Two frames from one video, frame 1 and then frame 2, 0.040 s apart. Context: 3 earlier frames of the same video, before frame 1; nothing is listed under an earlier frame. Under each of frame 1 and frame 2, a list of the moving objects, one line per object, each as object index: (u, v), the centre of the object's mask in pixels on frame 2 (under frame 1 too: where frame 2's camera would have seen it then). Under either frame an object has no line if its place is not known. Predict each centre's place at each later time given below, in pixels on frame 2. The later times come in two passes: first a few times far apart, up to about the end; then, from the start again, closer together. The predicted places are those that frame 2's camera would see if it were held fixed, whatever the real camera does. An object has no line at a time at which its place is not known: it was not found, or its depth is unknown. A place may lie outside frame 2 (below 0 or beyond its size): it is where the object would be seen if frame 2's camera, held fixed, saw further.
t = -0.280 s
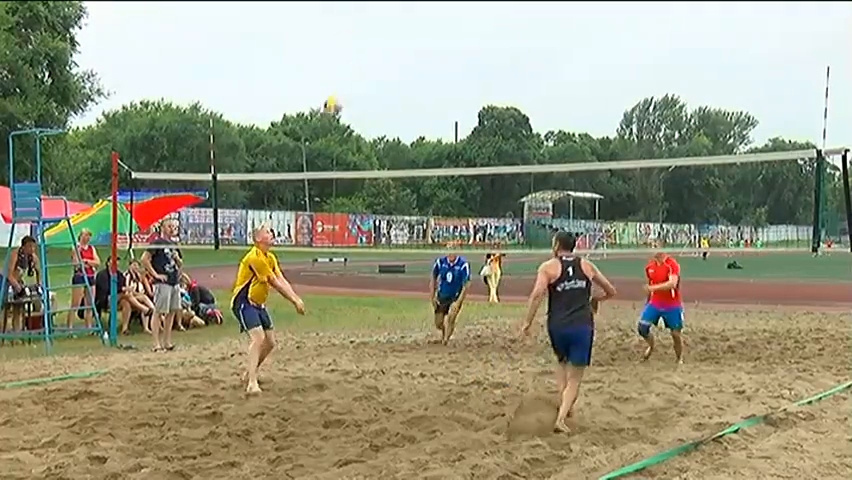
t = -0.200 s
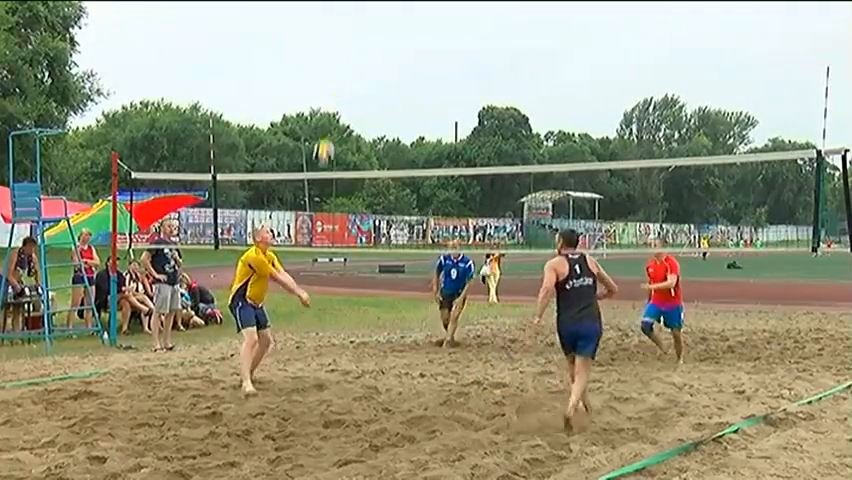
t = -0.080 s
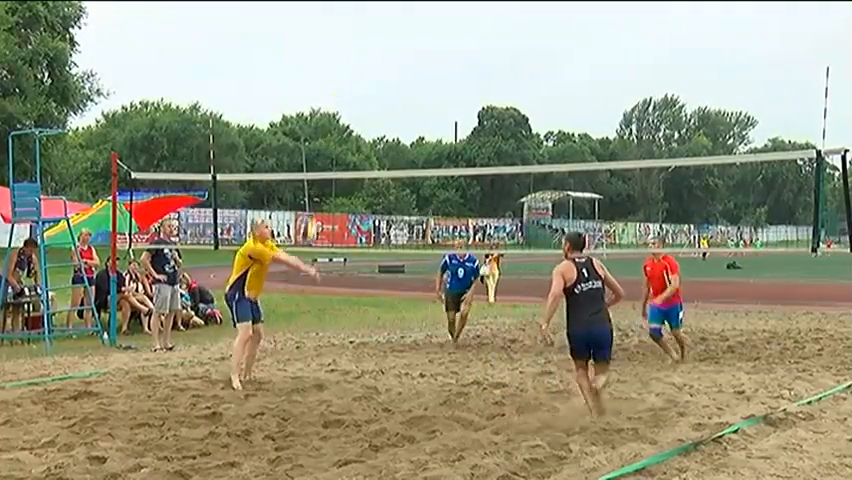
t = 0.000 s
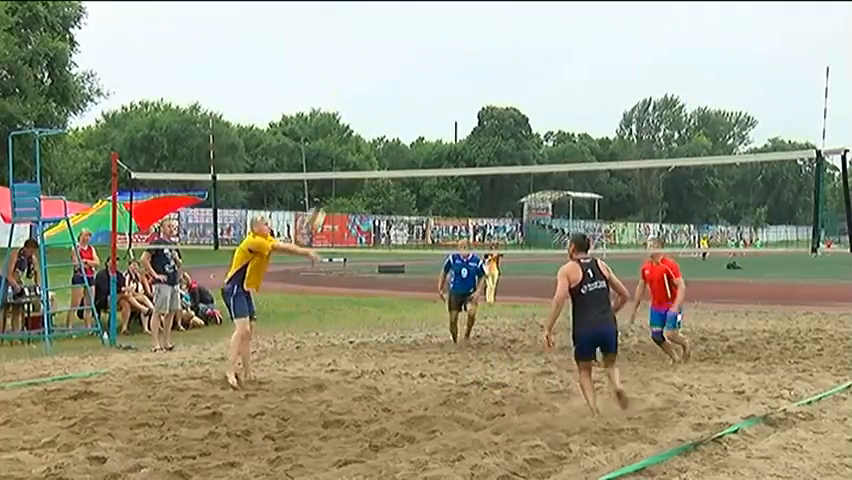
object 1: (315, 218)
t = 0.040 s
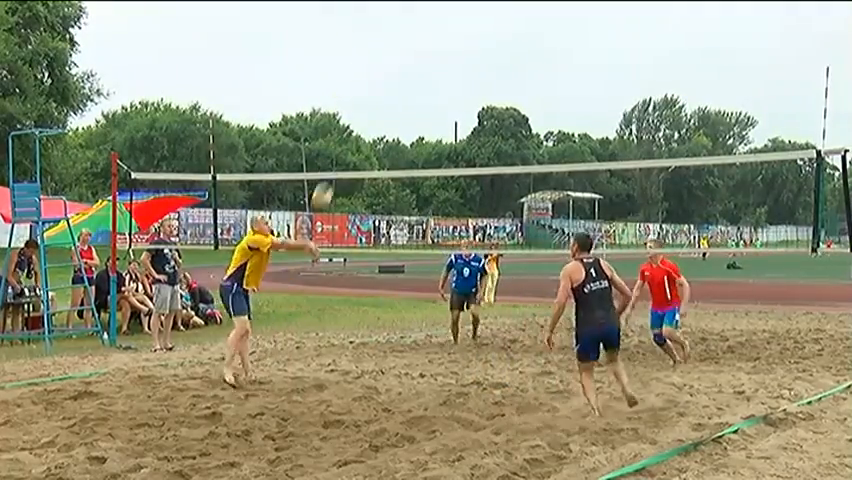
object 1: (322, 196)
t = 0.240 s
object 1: (357, 94)
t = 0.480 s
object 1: (397, 19)
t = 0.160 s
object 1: (344, 131)
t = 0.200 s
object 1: (350, 112)
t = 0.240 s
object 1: (357, 94)
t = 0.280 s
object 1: (364, 79)
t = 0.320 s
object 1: (370, 64)
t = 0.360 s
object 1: (377, 51)
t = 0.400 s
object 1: (384, 39)
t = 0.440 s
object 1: (391, 27)
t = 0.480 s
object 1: (397, 19)
